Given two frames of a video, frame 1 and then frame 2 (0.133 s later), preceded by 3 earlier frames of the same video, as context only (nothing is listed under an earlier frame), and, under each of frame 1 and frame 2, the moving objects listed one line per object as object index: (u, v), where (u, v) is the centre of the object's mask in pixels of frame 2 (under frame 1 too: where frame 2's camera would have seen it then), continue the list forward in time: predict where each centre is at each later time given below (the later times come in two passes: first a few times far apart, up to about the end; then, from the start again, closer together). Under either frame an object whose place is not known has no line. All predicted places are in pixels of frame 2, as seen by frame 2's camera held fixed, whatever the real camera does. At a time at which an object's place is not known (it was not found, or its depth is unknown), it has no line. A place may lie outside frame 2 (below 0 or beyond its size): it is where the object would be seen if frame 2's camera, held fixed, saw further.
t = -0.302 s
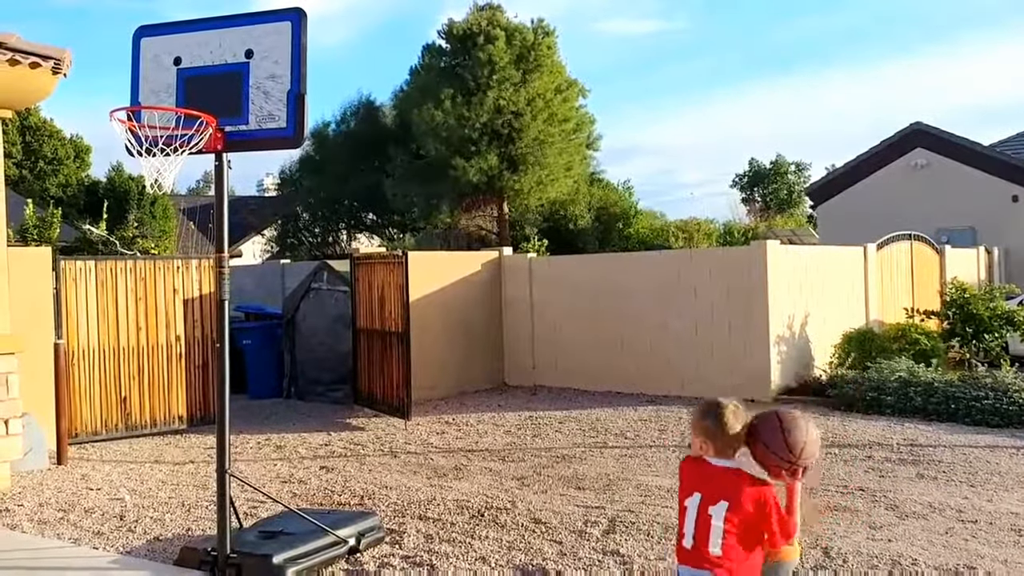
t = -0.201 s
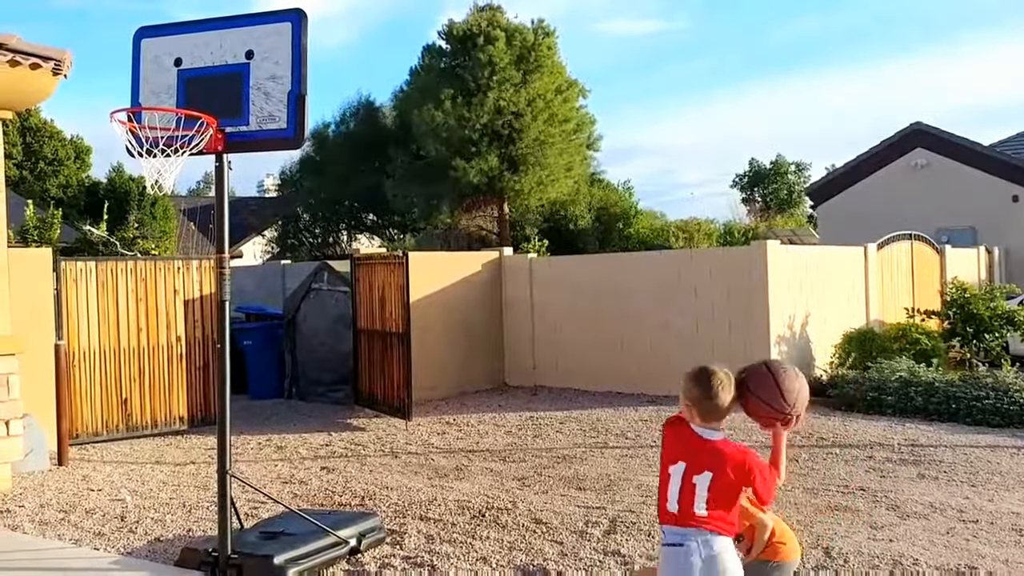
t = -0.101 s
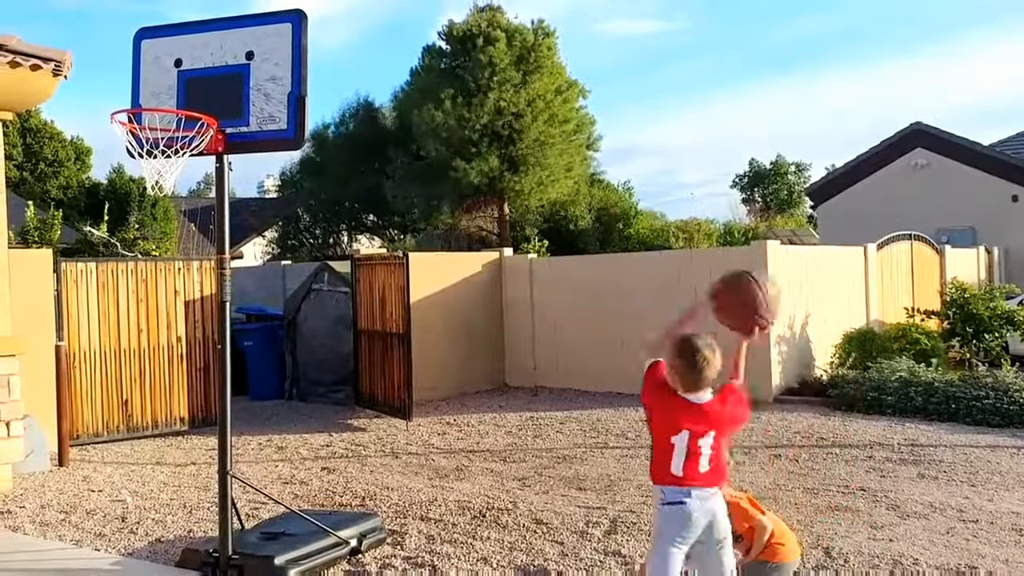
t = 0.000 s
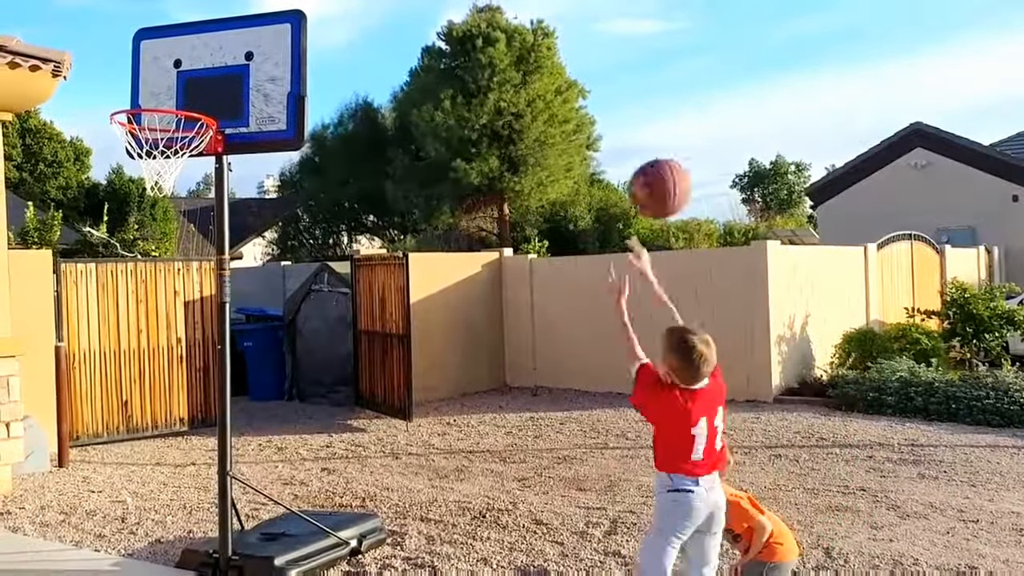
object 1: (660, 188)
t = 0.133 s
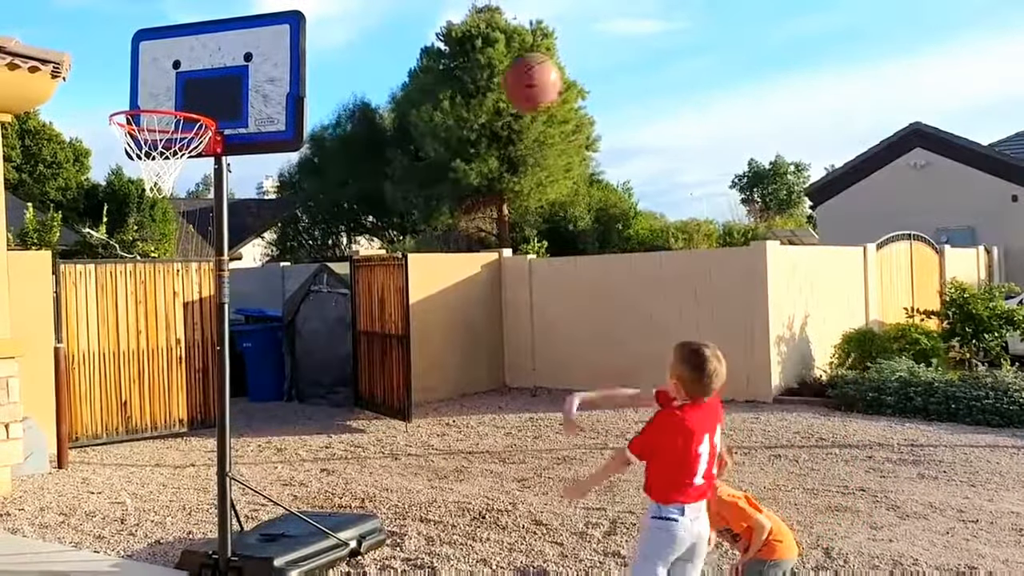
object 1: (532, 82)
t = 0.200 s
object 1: (474, 51)
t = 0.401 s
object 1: (327, 23)
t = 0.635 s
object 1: (195, 99)
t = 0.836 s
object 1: (113, 89)
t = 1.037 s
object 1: (70, 92)
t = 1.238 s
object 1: (20, 212)
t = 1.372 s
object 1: (0, 346)
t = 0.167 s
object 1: (502, 65)
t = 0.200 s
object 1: (474, 51)
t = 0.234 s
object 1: (447, 39)
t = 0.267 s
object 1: (420, 30)
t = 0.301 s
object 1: (395, 25)
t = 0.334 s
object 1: (372, 22)
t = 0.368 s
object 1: (348, 22)
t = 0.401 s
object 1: (327, 23)
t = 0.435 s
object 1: (306, 28)
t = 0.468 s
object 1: (286, 35)
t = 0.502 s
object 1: (266, 45)
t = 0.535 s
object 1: (246, 56)
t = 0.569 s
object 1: (229, 70)
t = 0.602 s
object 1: (211, 85)
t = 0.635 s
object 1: (195, 99)
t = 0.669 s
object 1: (177, 116)
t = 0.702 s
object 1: (162, 109)
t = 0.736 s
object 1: (145, 103)
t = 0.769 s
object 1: (129, 103)
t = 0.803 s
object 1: (120, 96)
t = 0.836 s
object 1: (113, 89)
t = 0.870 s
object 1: (106, 83)
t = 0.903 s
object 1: (99, 81)
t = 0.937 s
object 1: (91, 80)
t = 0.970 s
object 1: (84, 82)
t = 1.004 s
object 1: (77, 86)
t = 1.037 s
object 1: (70, 92)
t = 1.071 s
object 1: (63, 102)
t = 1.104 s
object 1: (55, 111)
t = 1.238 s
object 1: (20, 212)
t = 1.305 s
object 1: (9, 273)
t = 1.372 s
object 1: (0, 346)
